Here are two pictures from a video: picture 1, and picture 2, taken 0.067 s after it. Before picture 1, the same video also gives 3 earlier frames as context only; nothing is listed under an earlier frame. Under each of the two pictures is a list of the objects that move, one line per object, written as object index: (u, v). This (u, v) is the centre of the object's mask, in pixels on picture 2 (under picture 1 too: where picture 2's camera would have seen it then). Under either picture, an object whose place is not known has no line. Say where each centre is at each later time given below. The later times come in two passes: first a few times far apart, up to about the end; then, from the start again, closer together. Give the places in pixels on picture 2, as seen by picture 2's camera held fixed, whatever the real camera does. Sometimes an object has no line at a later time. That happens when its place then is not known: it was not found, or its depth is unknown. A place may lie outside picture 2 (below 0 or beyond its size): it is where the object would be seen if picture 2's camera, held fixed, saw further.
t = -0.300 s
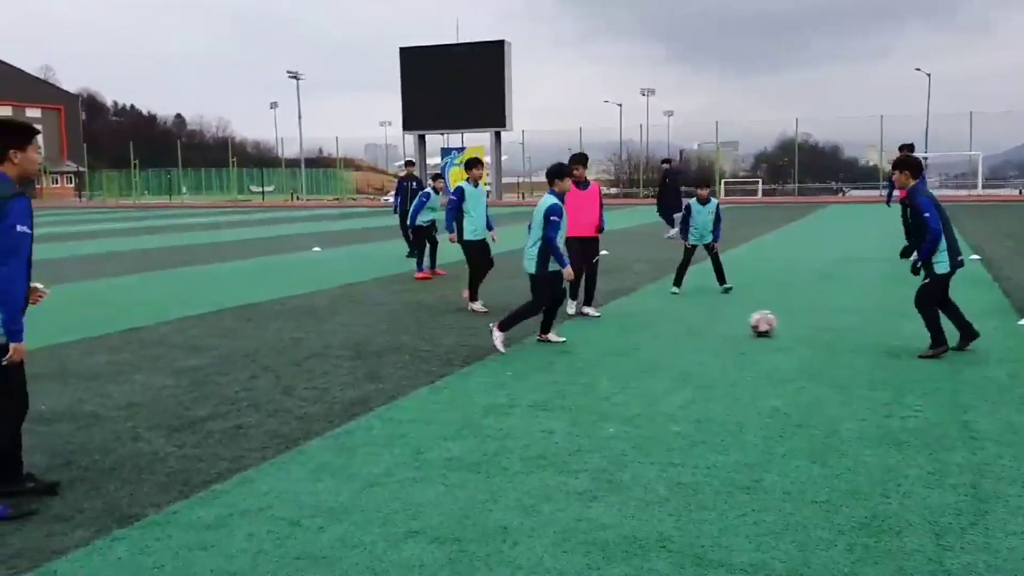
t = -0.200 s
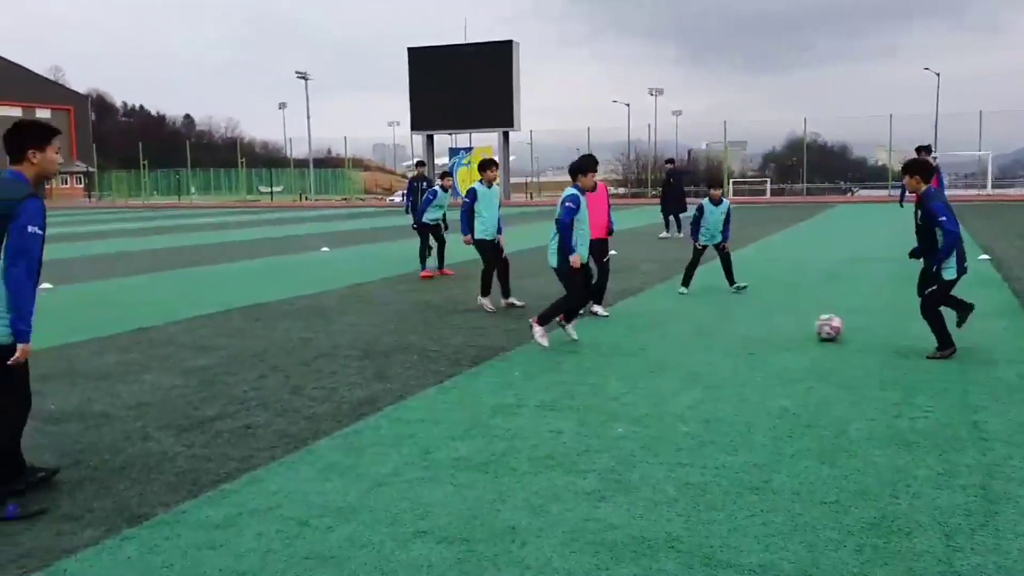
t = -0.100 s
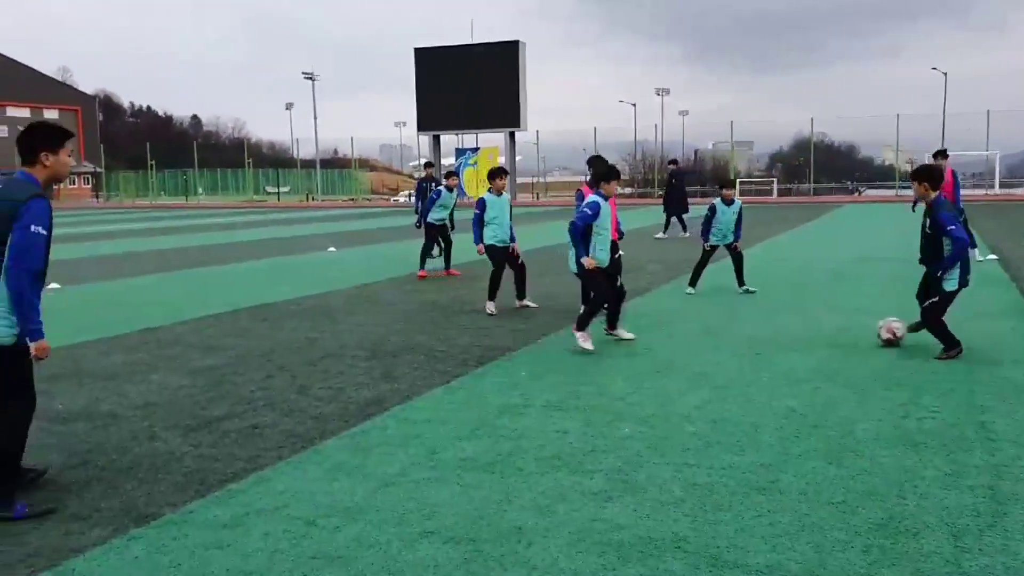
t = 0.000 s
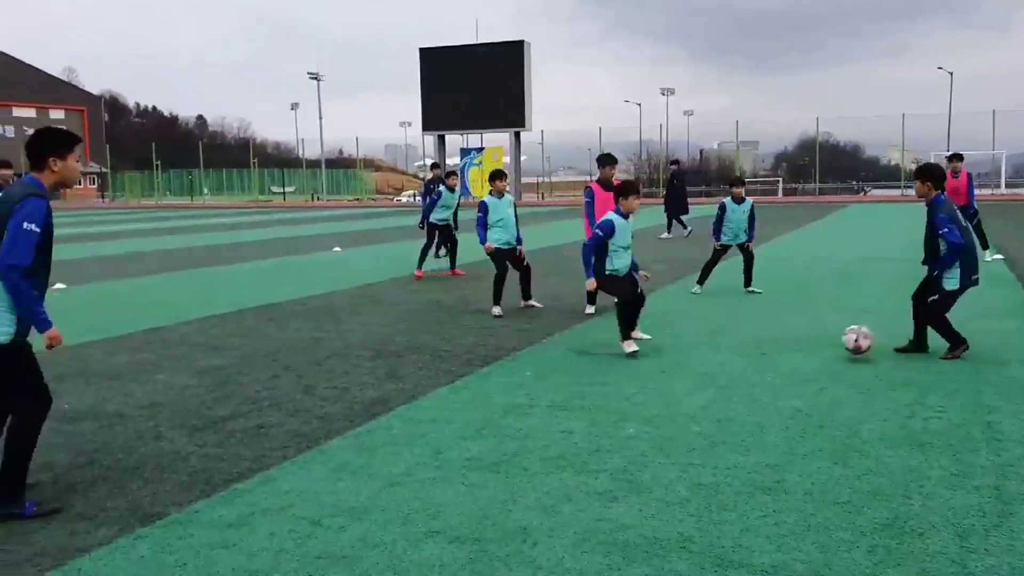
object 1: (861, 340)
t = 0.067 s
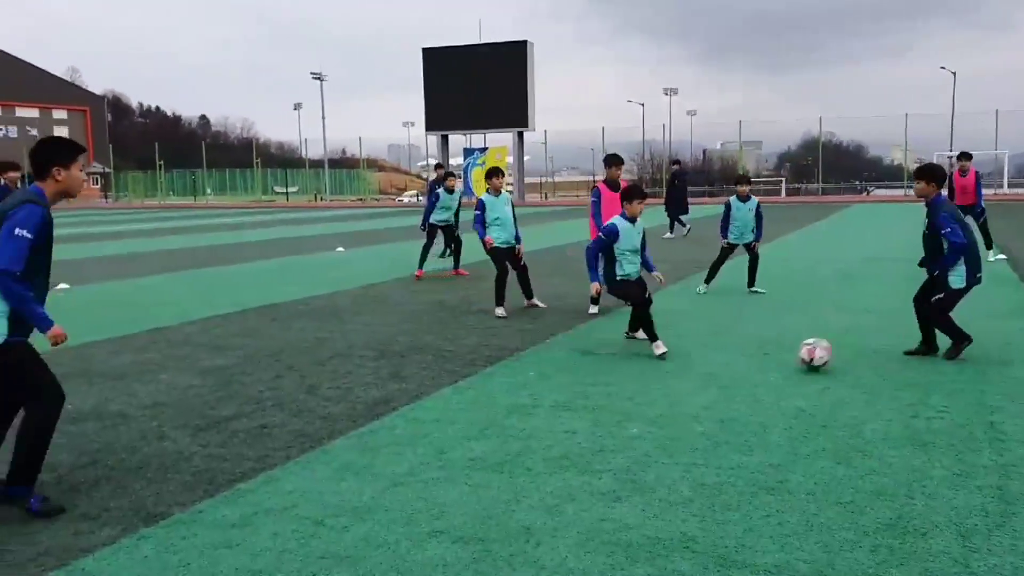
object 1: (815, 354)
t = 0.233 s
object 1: (689, 387)
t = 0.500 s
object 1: (433, 455)
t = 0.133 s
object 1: (766, 366)
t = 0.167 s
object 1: (743, 372)
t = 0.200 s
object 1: (715, 377)
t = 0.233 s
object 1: (689, 387)
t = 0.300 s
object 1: (631, 401)
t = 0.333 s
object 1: (603, 407)
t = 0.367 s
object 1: (570, 415)
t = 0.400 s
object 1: (539, 425)
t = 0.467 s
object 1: (469, 448)
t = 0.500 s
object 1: (433, 455)
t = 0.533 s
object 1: (395, 468)
